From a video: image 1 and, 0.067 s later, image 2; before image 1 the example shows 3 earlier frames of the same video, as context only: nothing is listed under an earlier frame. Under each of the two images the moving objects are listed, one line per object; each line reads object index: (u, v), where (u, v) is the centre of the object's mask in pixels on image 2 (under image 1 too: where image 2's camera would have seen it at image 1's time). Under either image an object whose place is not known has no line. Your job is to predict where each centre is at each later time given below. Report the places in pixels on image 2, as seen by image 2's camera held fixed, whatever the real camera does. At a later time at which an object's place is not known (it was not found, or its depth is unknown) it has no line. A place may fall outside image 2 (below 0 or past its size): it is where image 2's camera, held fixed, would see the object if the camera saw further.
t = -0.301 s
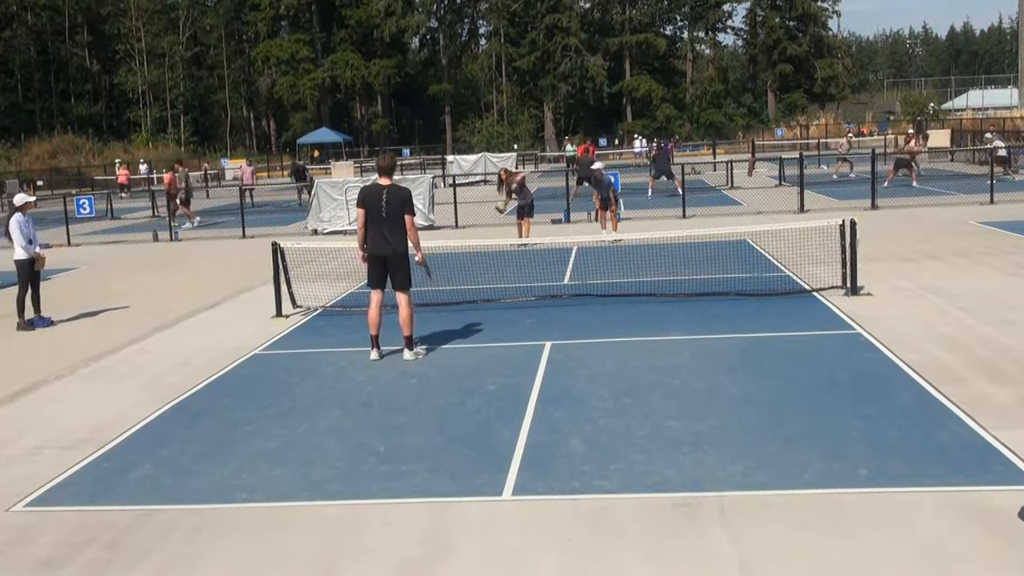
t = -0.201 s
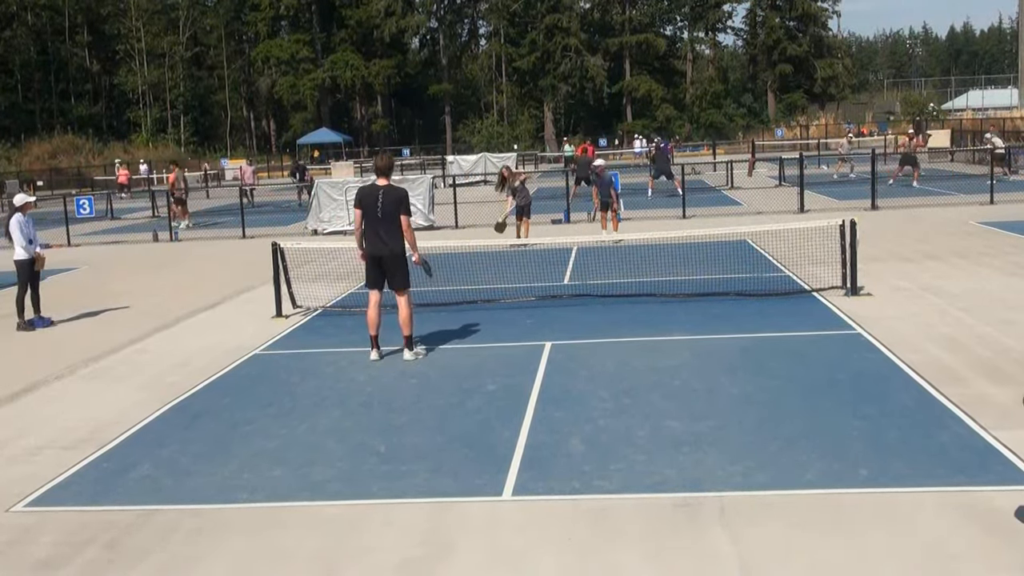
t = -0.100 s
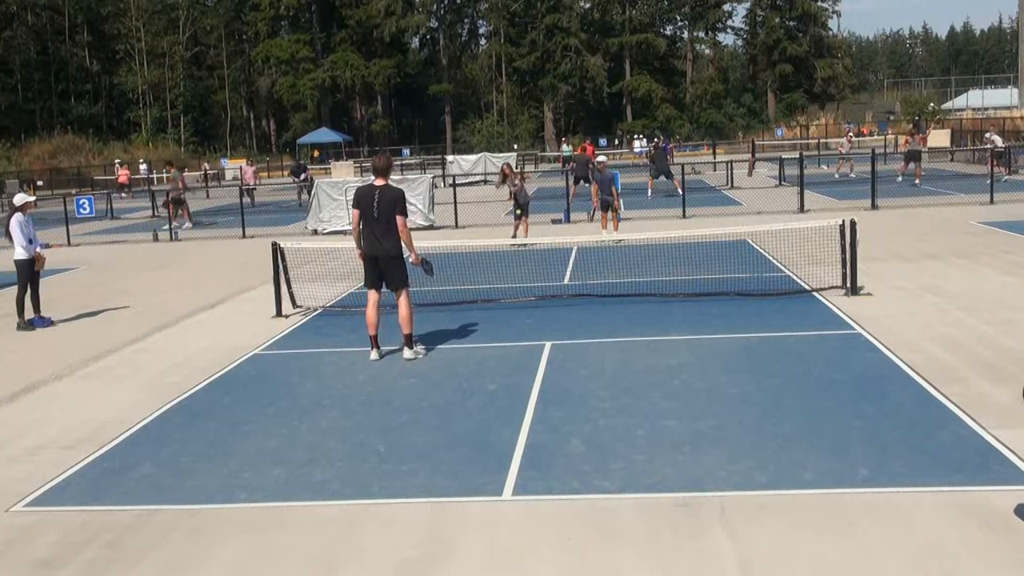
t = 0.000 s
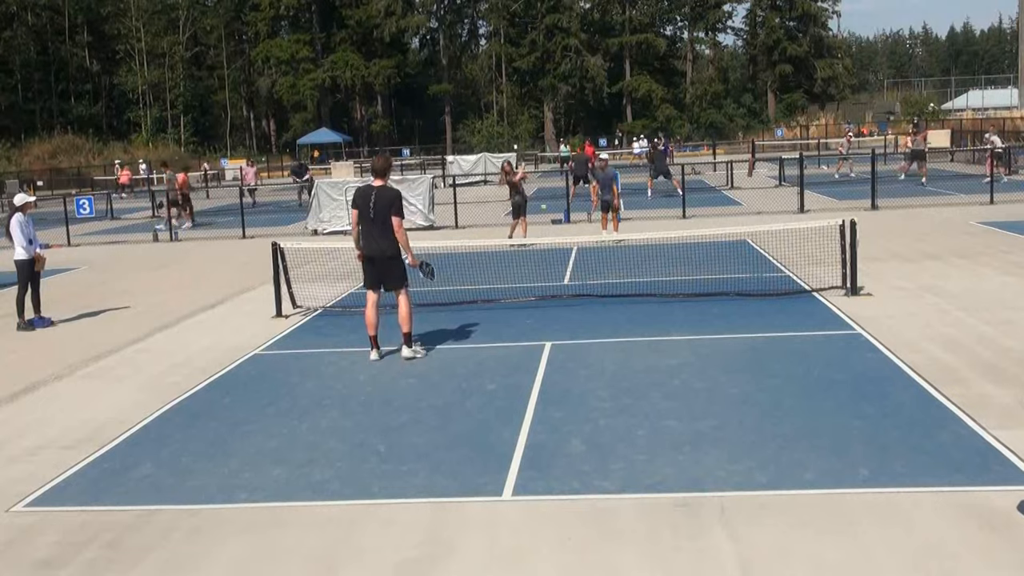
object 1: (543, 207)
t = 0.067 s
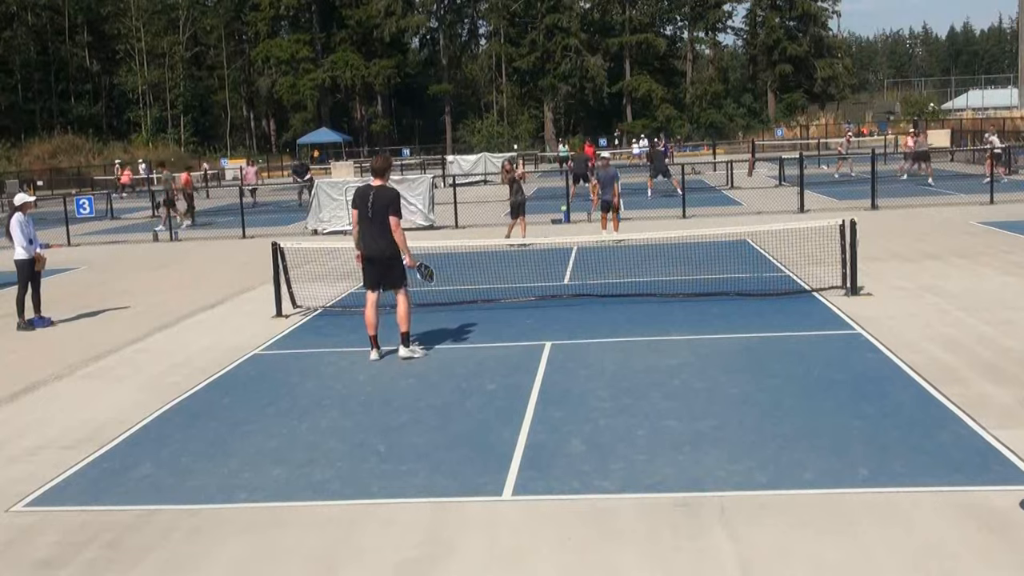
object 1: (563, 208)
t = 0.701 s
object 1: (865, 375)
